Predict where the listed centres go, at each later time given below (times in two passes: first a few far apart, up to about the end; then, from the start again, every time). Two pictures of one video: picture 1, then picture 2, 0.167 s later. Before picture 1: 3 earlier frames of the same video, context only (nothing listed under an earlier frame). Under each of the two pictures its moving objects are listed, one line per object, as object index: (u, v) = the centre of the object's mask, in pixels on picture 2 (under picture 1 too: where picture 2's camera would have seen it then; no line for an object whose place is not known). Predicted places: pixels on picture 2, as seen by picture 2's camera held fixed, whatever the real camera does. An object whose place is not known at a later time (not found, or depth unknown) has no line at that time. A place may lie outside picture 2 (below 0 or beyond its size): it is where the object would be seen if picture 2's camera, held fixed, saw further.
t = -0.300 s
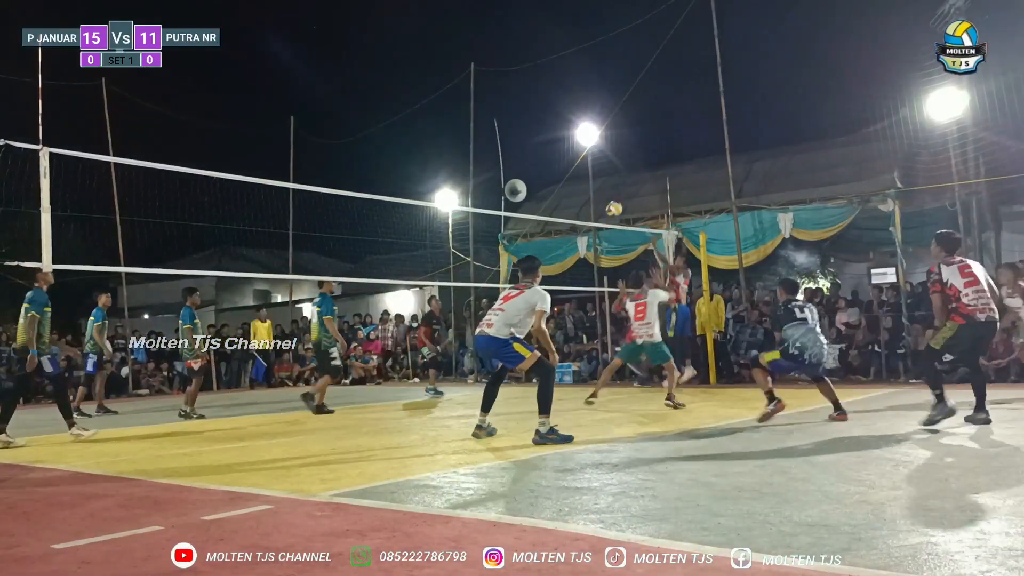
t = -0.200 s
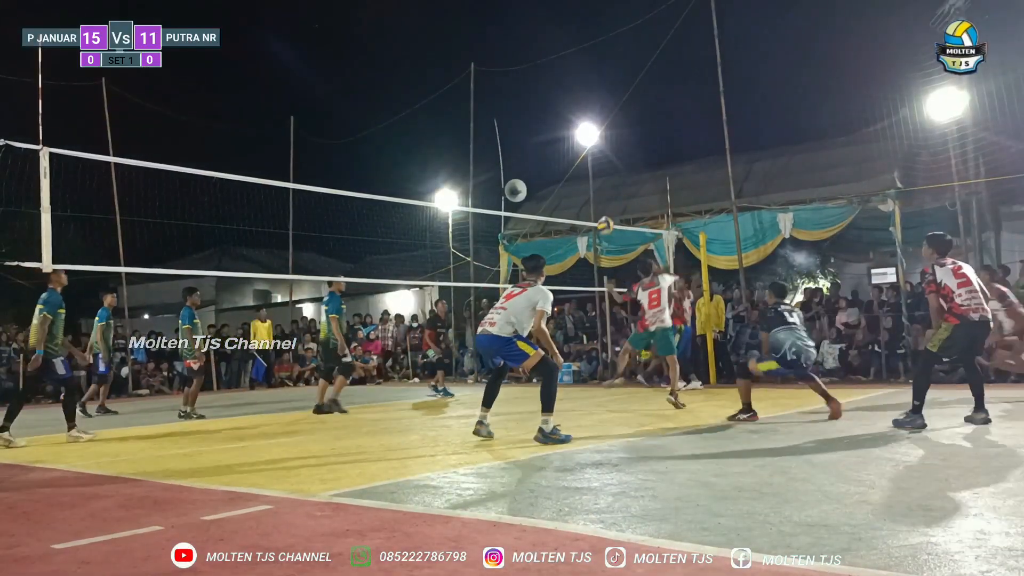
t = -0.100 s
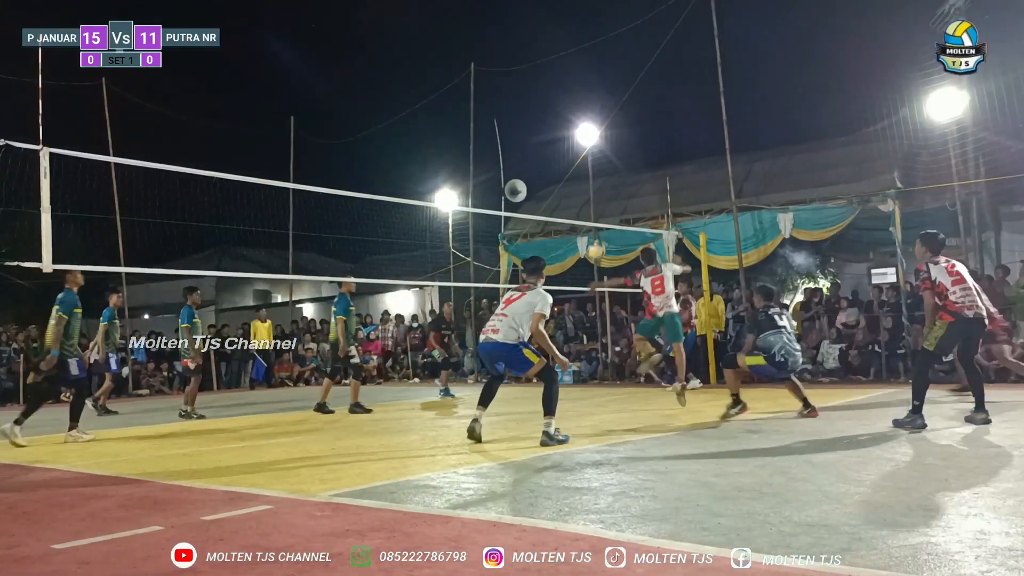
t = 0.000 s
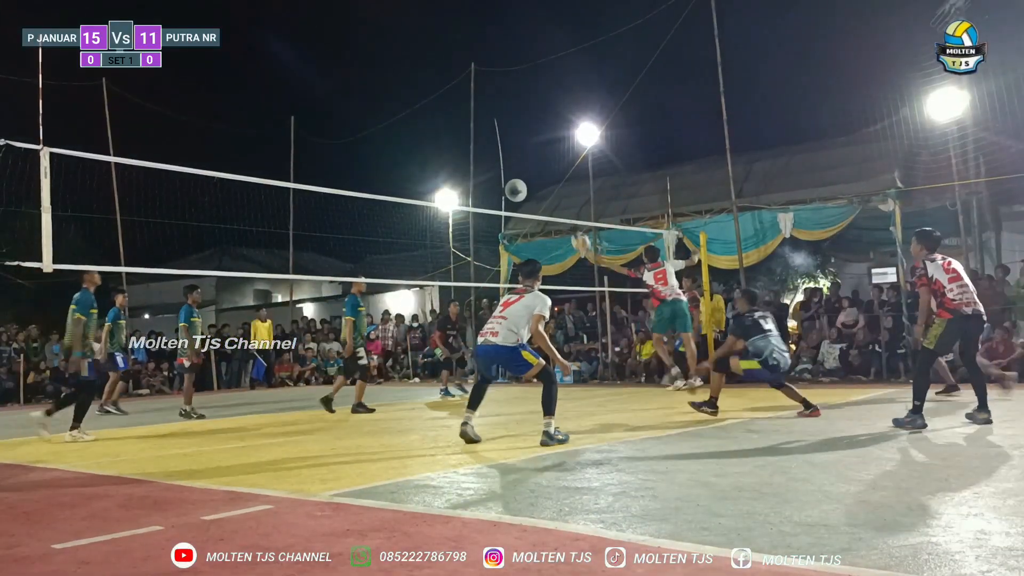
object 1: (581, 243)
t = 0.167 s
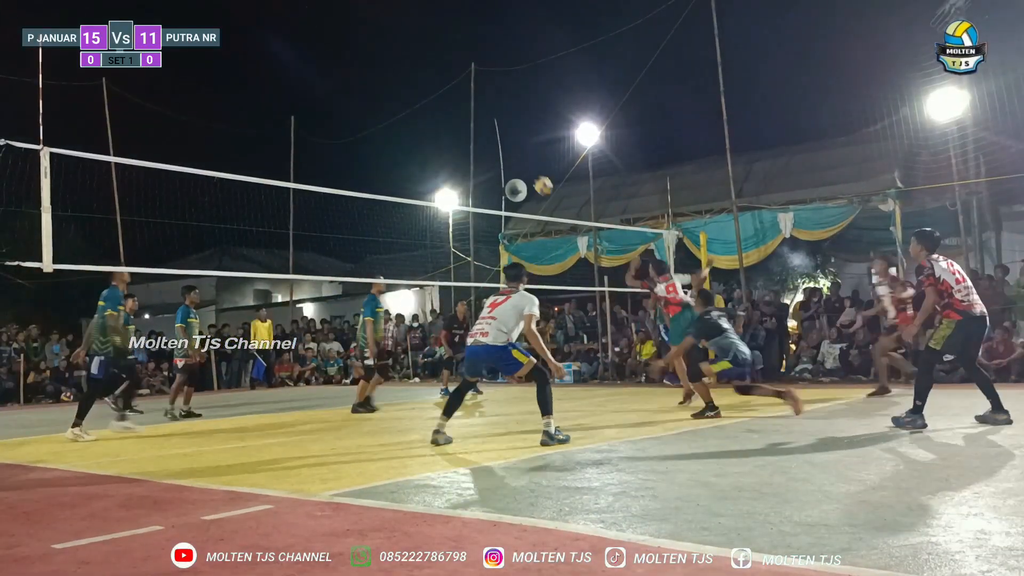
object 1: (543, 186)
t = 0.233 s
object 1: (529, 170)
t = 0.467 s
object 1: (483, 142)
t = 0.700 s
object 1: (440, 155)
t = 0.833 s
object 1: (418, 179)
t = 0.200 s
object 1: (536, 178)
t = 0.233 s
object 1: (529, 170)
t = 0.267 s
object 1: (522, 163)
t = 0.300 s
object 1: (515, 157)
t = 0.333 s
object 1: (508, 153)
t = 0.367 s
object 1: (502, 149)
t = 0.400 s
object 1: (495, 146)
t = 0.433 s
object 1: (489, 143)
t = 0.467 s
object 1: (483, 142)
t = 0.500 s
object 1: (477, 141)
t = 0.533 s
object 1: (470, 141)
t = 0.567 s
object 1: (464, 143)
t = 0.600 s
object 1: (458, 145)
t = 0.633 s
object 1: (452, 147)
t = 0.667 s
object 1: (446, 151)
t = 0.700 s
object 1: (440, 155)
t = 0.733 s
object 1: (435, 160)
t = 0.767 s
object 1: (429, 166)
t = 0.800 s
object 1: (423, 172)
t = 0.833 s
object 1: (418, 179)
